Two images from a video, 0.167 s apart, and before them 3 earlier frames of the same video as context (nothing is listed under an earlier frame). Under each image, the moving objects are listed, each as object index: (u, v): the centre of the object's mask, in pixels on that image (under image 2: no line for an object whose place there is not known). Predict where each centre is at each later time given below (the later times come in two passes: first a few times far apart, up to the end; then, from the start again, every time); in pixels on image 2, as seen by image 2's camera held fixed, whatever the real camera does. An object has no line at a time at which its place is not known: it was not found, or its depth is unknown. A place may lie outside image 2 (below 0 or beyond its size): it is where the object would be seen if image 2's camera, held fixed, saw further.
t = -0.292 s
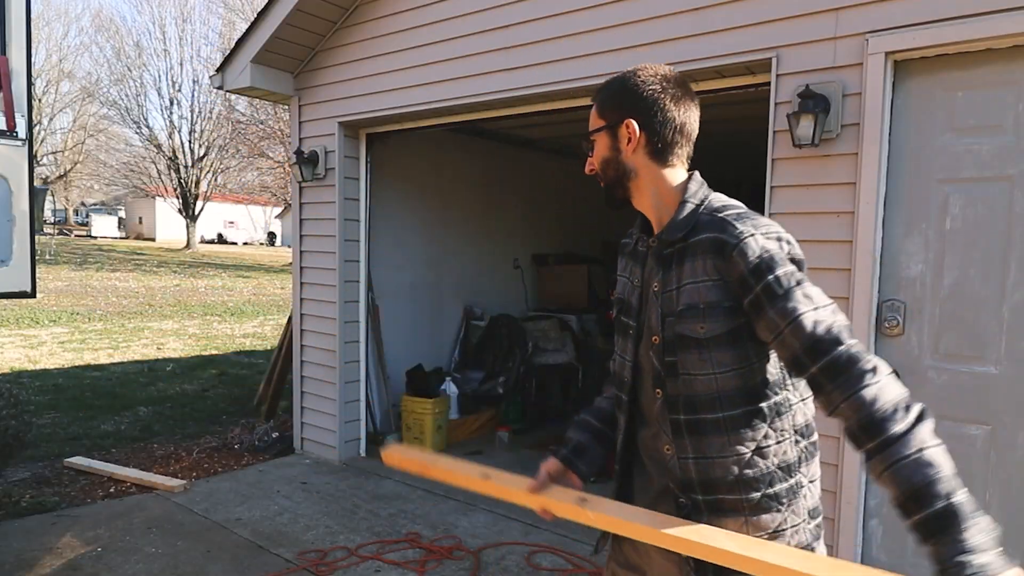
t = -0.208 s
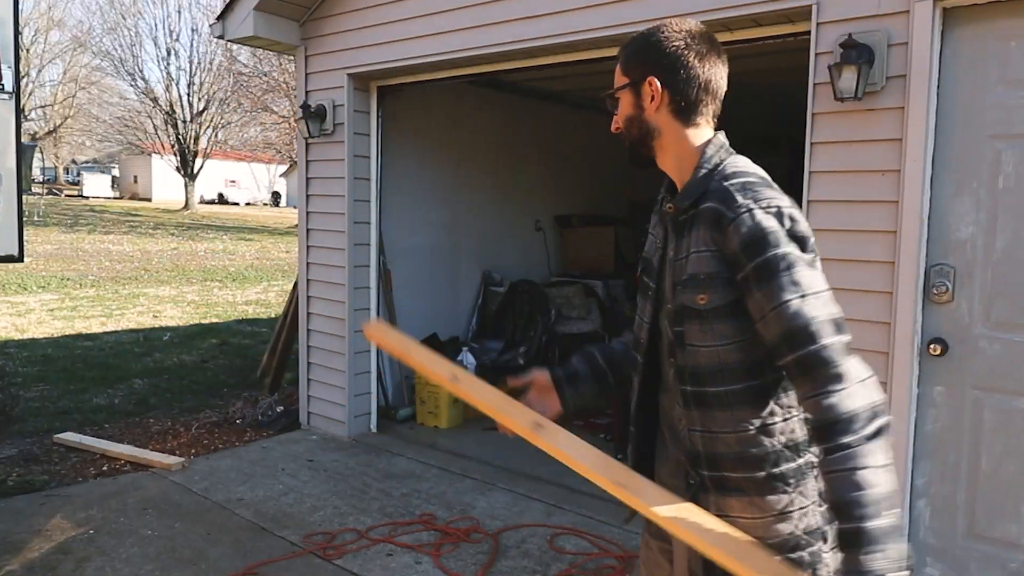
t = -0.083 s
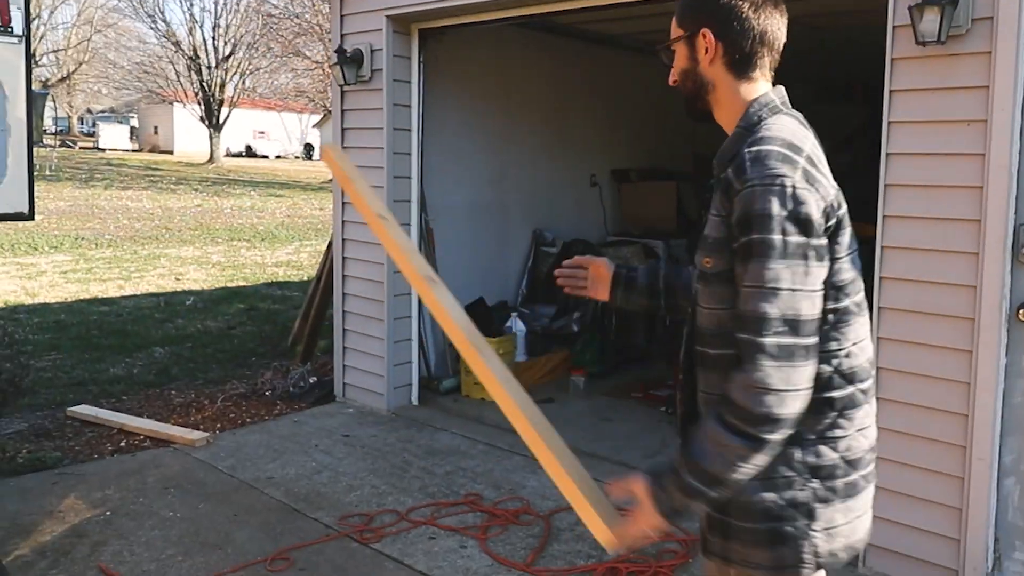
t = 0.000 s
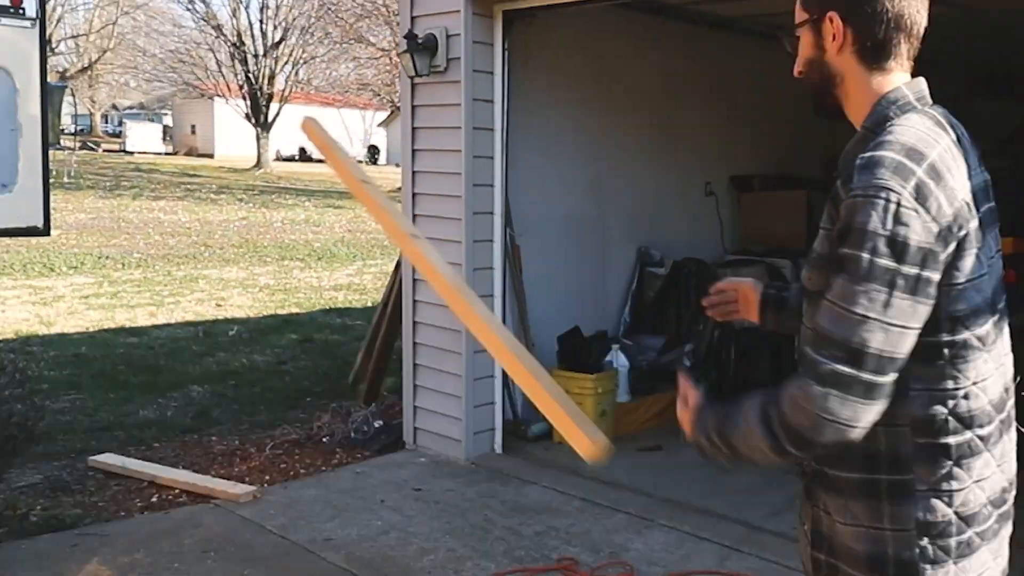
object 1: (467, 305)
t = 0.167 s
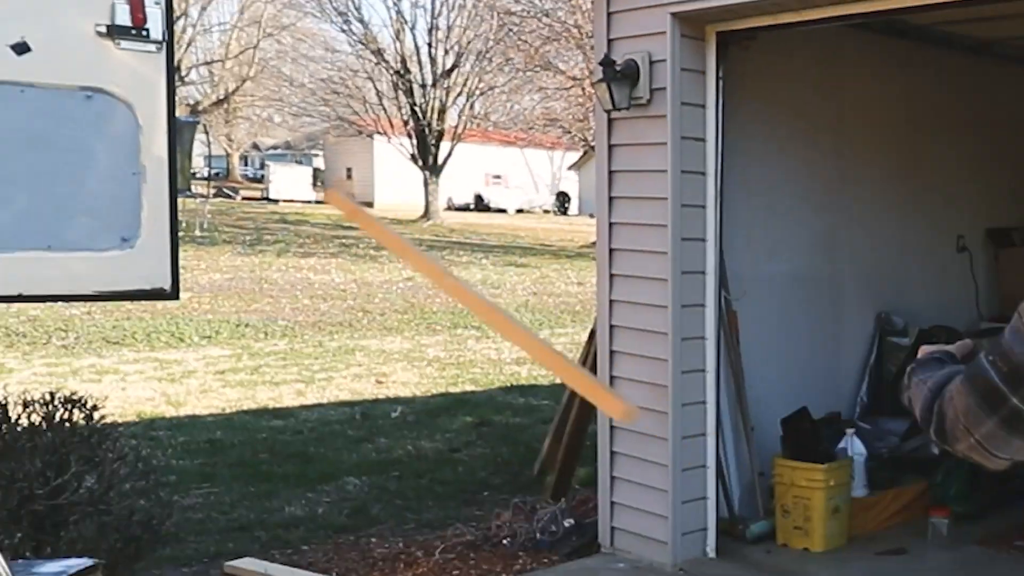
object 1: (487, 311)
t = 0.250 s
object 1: (430, 331)
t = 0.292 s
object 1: (409, 347)
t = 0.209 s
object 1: (462, 316)
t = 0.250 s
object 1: (430, 331)
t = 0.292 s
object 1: (409, 347)
